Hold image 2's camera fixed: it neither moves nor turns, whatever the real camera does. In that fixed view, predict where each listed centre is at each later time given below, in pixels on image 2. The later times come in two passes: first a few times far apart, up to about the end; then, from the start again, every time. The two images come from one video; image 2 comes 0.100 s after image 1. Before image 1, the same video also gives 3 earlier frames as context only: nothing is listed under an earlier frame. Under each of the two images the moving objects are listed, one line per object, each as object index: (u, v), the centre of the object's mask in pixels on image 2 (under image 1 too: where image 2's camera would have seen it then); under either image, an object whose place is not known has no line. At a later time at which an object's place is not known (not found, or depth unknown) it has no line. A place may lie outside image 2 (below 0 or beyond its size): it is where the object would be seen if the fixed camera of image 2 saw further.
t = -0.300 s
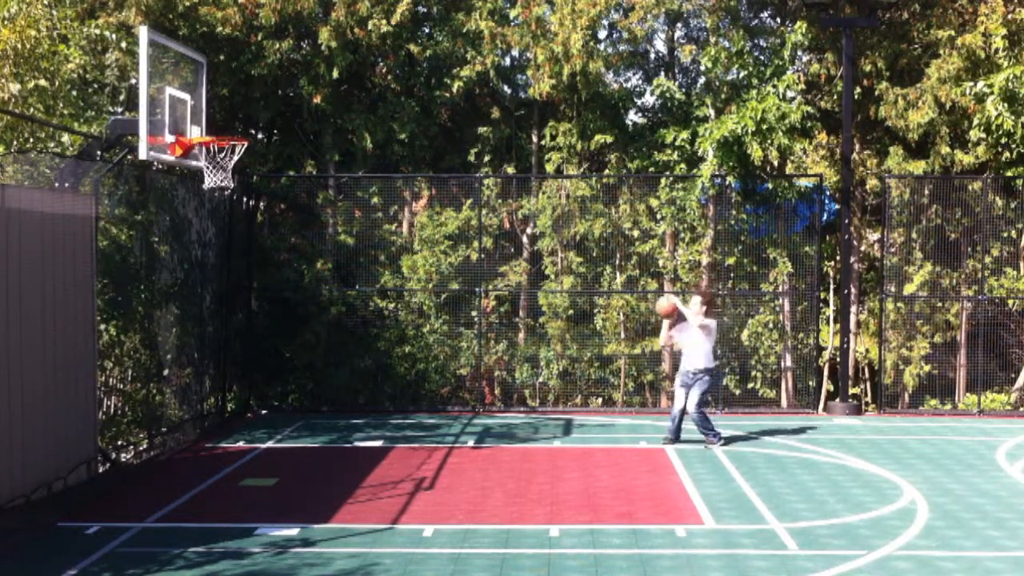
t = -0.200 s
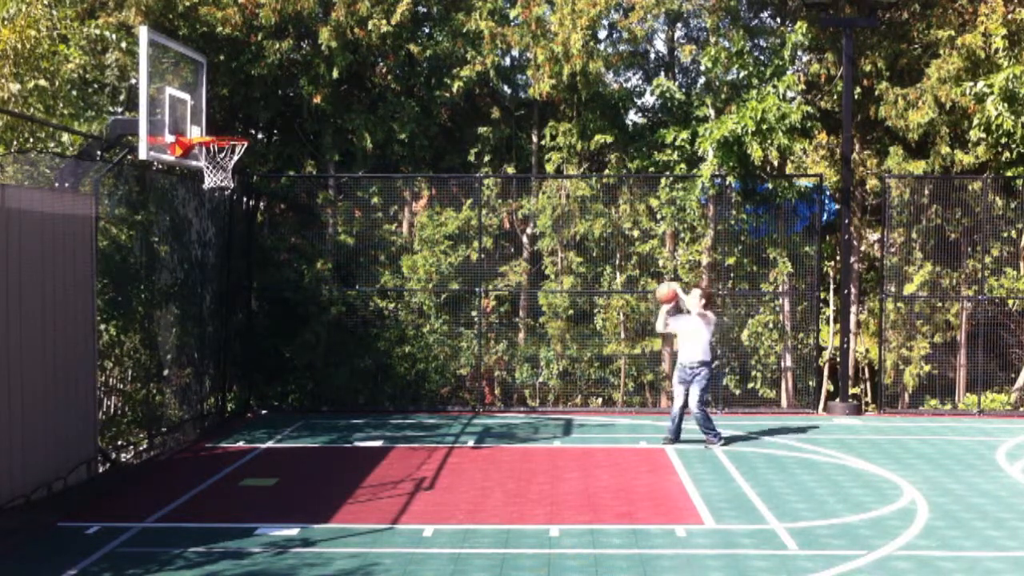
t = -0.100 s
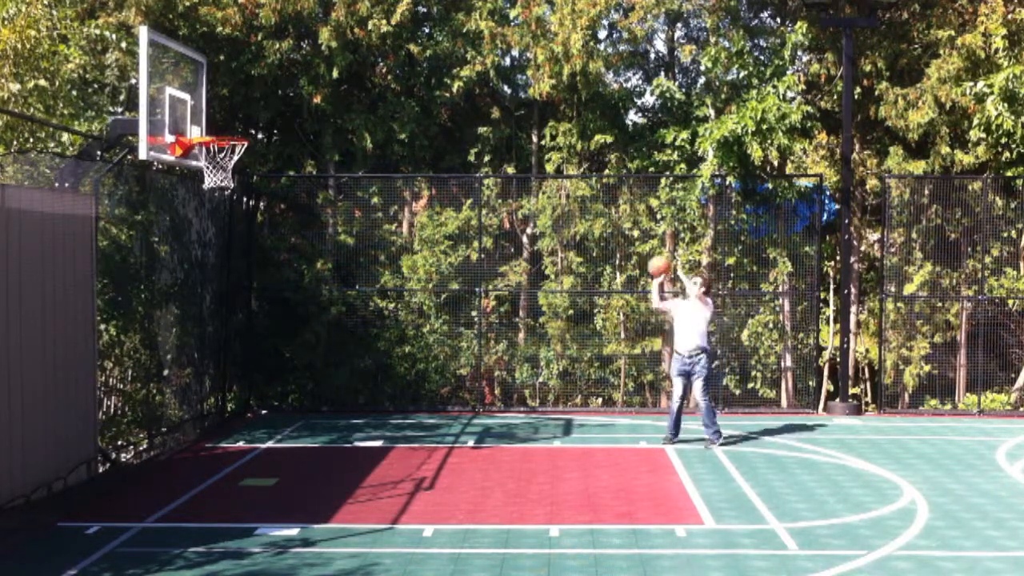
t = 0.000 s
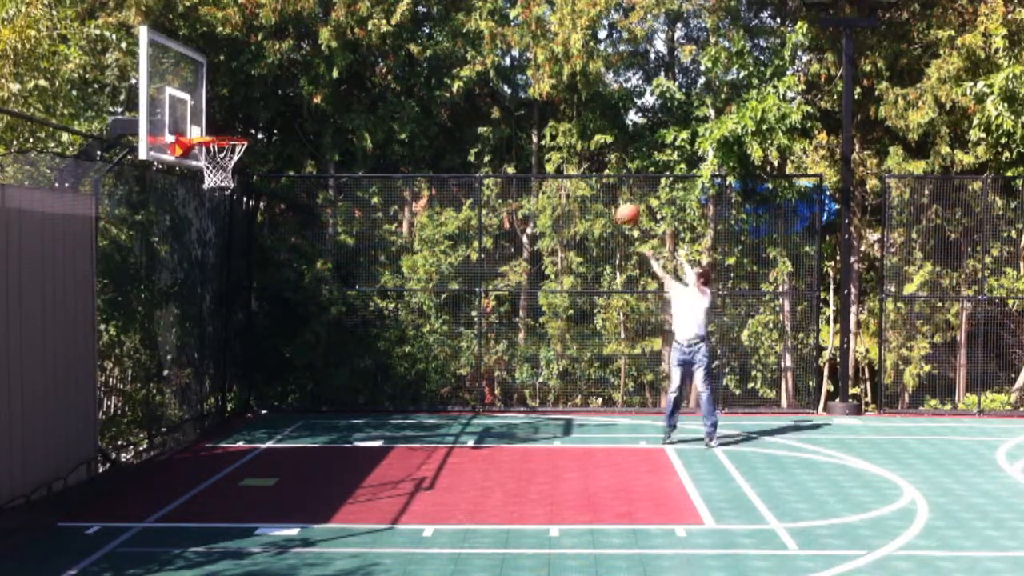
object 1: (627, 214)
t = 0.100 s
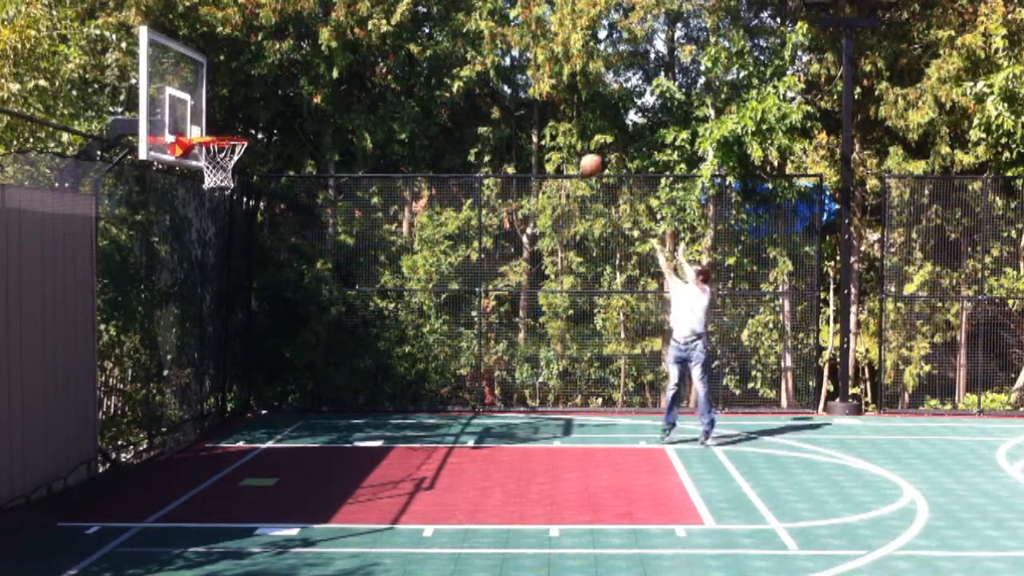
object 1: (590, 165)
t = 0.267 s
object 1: (527, 101)
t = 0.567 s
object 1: (407, 49)
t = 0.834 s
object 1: (293, 80)
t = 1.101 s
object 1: (197, 167)
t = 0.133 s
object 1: (578, 149)
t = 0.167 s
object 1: (565, 137)
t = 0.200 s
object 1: (552, 124)
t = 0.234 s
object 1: (540, 112)
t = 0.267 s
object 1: (527, 101)
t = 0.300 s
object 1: (515, 92)
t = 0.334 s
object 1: (501, 82)
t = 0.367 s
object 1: (489, 75)
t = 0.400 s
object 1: (475, 67)
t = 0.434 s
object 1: (463, 62)
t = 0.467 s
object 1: (448, 57)
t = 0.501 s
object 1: (435, 52)
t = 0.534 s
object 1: (421, 50)
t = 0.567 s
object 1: (407, 49)
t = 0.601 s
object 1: (393, 48)
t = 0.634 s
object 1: (379, 49)
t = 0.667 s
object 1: (365, 51)
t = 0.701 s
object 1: (355, 54)
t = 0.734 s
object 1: (338, 59)
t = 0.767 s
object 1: (322, 64)
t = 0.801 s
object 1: (307, 71)
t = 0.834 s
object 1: (293, 80)
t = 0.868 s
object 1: (278, 89)
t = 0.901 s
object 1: (263, 100)
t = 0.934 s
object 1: (249, 114)
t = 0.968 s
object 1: (233, 126)
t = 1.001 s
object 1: (216, 141)
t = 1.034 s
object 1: (201, 154)
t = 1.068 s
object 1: (194, 157)
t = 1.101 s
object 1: (197, 167)
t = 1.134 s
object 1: (195, 166)
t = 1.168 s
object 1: (193, 166)
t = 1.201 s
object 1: (192, 170)
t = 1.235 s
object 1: (194, 175)
